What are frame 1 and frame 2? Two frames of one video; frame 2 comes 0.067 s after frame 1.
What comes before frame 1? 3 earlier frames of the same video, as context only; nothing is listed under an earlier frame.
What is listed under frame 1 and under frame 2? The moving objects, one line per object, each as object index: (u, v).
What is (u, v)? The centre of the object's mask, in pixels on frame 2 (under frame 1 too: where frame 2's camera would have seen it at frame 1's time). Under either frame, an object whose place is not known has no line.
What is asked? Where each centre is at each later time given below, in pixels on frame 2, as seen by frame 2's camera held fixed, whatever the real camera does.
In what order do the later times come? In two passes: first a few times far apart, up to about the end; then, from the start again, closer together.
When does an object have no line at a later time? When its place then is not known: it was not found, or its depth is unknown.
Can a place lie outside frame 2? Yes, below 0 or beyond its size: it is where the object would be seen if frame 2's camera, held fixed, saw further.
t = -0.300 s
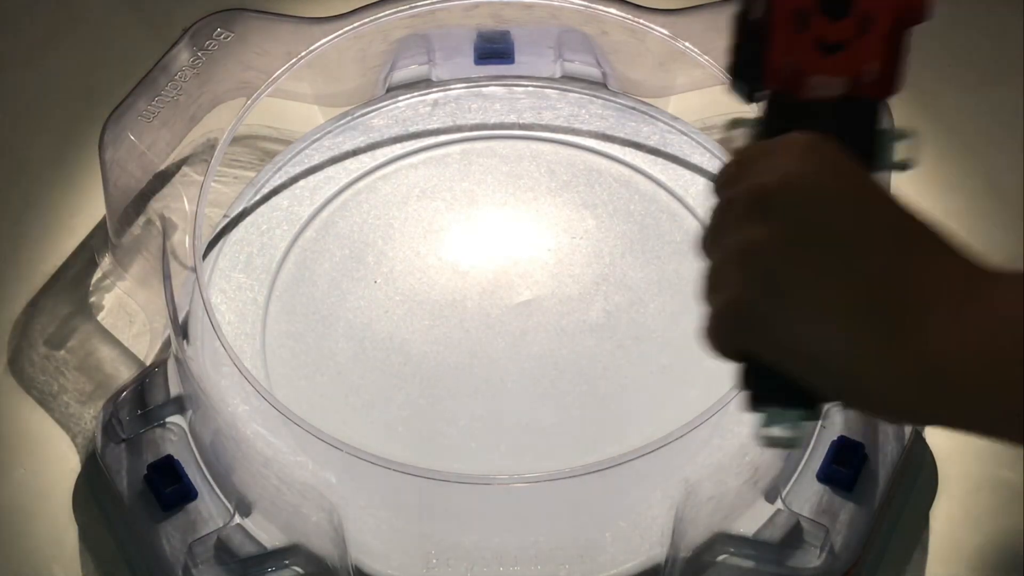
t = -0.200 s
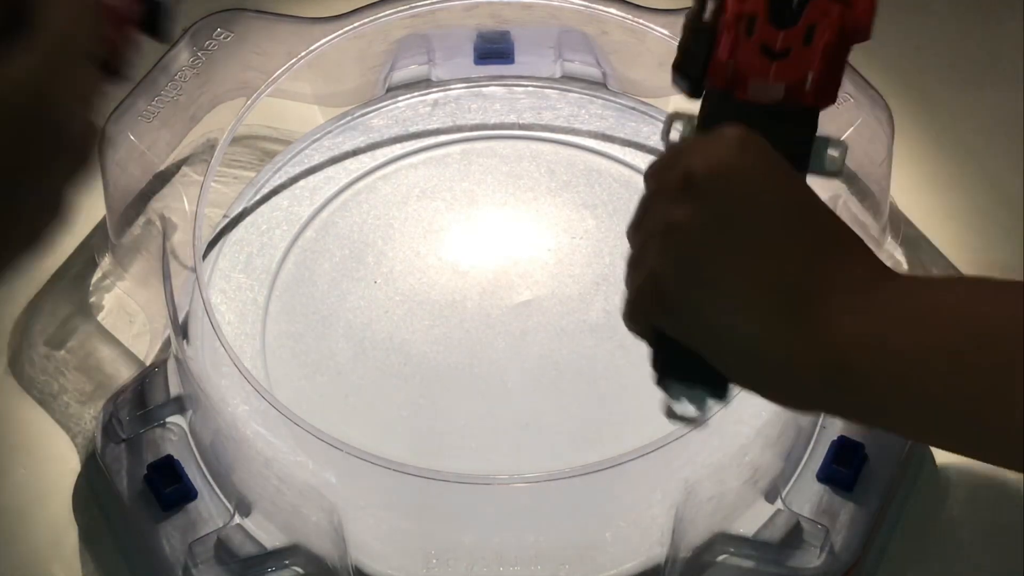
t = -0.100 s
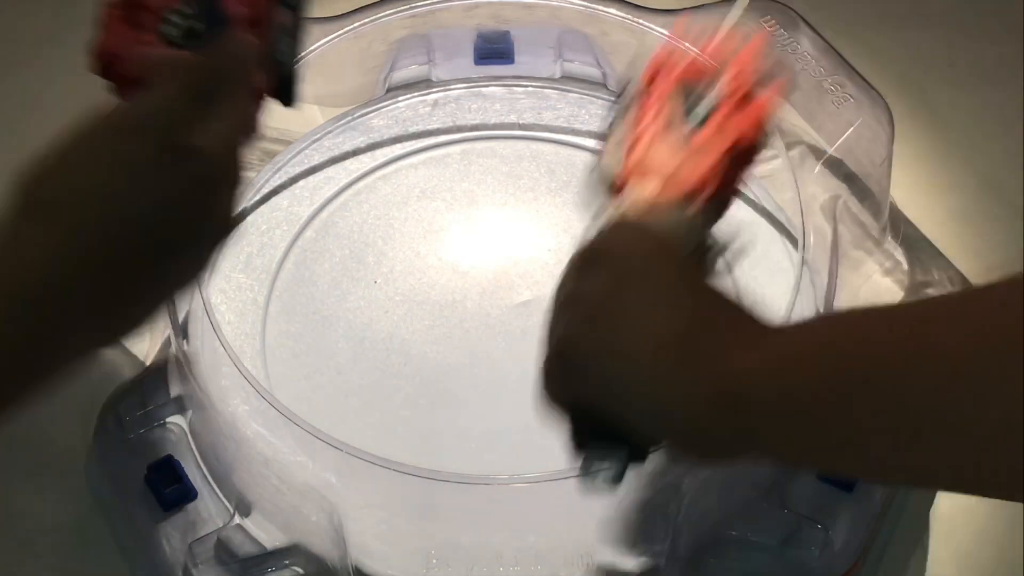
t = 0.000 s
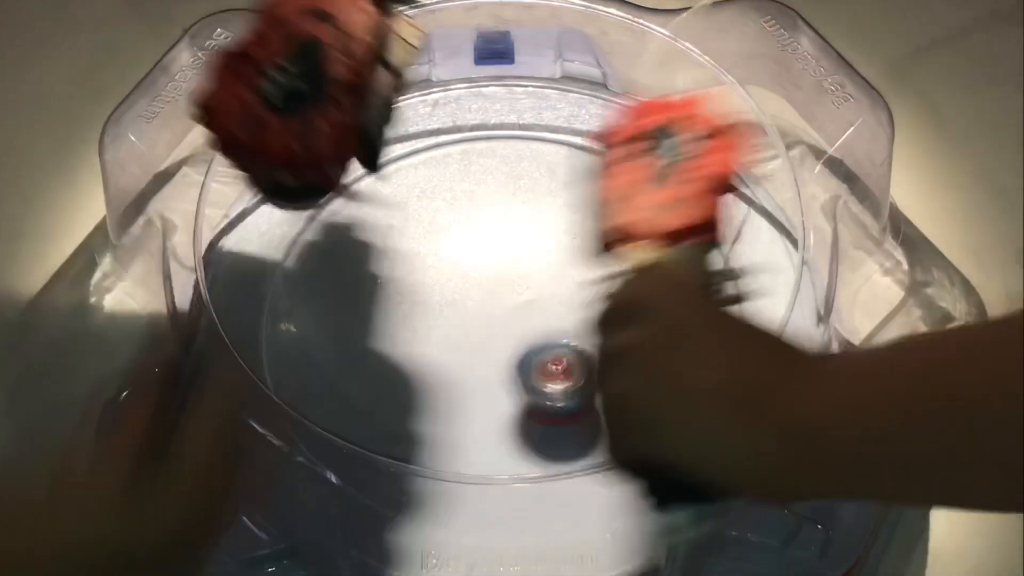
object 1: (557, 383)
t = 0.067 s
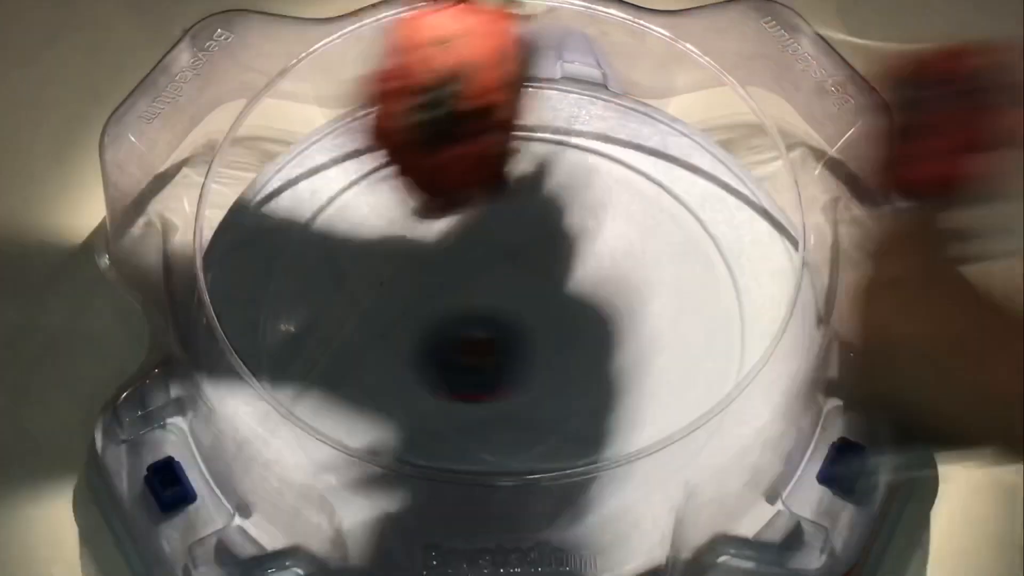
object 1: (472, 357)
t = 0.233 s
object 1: (301, 358)
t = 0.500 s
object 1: (328, 350)
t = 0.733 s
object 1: (471, 338)
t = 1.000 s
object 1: (523, 266)
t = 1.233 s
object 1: (464, 234)
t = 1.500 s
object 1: (408, 231)
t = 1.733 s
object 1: (427, 259)
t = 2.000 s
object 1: (546, 238)
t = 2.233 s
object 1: (528, 185)
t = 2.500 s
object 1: (507, 316)
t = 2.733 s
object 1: (632, 362)
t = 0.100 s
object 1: (428, 361)
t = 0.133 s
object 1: (381, 372)
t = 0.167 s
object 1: (349, 363)
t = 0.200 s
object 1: (317, 359)
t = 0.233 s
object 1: (301, 358)
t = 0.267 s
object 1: (288, 351)
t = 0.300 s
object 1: (280, 348)
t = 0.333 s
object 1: (278, 347)
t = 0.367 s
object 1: (280, 347)
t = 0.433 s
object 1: (296, 347)
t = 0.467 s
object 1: (311, 349)
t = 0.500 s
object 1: (328, 350)
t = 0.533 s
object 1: (348, 351)
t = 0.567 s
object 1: (369, 351)
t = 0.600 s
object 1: (390, 351)
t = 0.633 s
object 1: (412, 351)
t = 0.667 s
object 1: (433, 349)
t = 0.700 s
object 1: (454, 345)
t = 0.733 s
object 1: (471, 338)
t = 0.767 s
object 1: (487, 331)
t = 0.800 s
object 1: (500, 323)
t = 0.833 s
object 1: (511, 311)
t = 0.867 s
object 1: (519, 304)
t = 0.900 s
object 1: (523, 296)
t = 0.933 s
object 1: (526, 286)
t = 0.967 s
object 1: (526, 276)
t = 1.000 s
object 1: (523, 266)
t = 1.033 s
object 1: (518, 260)
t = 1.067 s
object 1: (513, 252)
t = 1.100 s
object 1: (505, 247)
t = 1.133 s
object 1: (496, 242)
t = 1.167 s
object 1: (485, 239)
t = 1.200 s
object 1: (475, 236)
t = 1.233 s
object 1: (464, 234)
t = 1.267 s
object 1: (454, 232)
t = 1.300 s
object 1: (445, 230)
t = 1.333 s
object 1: (437, 228)
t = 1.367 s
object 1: (430, 228)
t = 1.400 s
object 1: (423, 229)
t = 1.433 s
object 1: (418, 230)
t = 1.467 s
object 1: (413, 230)
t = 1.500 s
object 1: (408, 231)
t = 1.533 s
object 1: (403, 233)
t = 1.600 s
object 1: (399, 240)
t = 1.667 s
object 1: (407, 249)
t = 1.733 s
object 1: (427, 259)
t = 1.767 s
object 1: (440, 262)
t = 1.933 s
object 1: (520, 254)
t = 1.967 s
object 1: (534, 247)
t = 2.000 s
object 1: (546, 238)
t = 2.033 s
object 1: (555, 228)
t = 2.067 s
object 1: (561, 218)
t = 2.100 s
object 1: (563, 208)
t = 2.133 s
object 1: (561, 199)
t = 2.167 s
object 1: (553, 191)
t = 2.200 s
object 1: (542, 186)
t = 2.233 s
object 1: (528, 185)
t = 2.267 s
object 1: (513, 190)
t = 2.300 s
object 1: (501, 201)
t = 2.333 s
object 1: (492, 216)
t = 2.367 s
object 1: (486, 235)
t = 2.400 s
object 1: (485, 256)
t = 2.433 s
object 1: (488, 277)
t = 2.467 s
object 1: (496, 299)
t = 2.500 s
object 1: (507, 316)
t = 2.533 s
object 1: (521, 332)
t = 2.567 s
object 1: (537, 346)
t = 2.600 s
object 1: (555, 357)
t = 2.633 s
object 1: (574, 363)
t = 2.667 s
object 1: (594, 366)
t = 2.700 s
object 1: (614, 366)
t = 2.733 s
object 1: (632, 362)
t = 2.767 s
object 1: (649, 355)
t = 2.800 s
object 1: (664, 346)
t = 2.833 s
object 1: (676, 331)
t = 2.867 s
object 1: (683, 315)
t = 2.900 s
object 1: (684, 297)
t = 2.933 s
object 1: (678, 278)
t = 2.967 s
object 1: (663, 262)
